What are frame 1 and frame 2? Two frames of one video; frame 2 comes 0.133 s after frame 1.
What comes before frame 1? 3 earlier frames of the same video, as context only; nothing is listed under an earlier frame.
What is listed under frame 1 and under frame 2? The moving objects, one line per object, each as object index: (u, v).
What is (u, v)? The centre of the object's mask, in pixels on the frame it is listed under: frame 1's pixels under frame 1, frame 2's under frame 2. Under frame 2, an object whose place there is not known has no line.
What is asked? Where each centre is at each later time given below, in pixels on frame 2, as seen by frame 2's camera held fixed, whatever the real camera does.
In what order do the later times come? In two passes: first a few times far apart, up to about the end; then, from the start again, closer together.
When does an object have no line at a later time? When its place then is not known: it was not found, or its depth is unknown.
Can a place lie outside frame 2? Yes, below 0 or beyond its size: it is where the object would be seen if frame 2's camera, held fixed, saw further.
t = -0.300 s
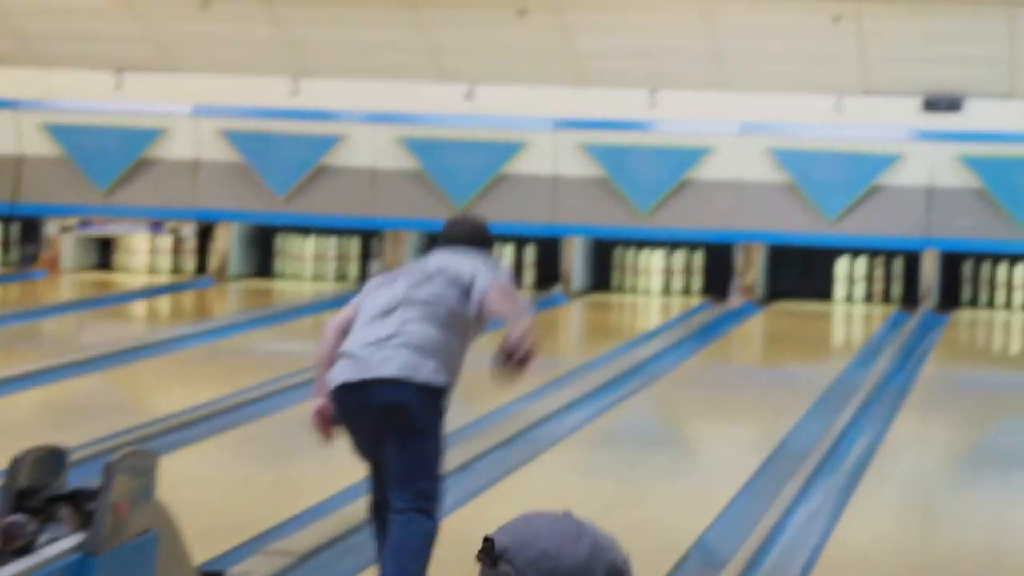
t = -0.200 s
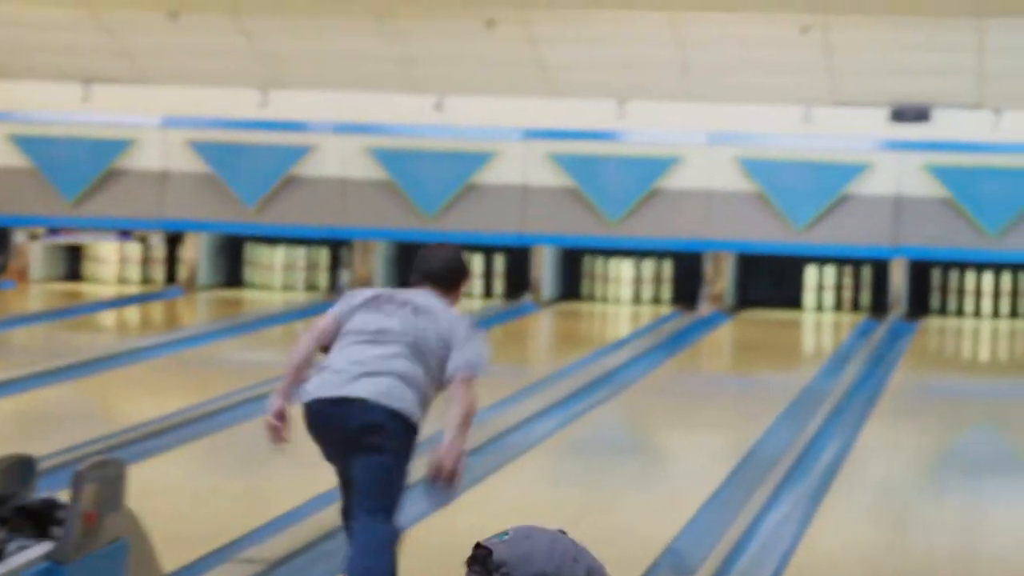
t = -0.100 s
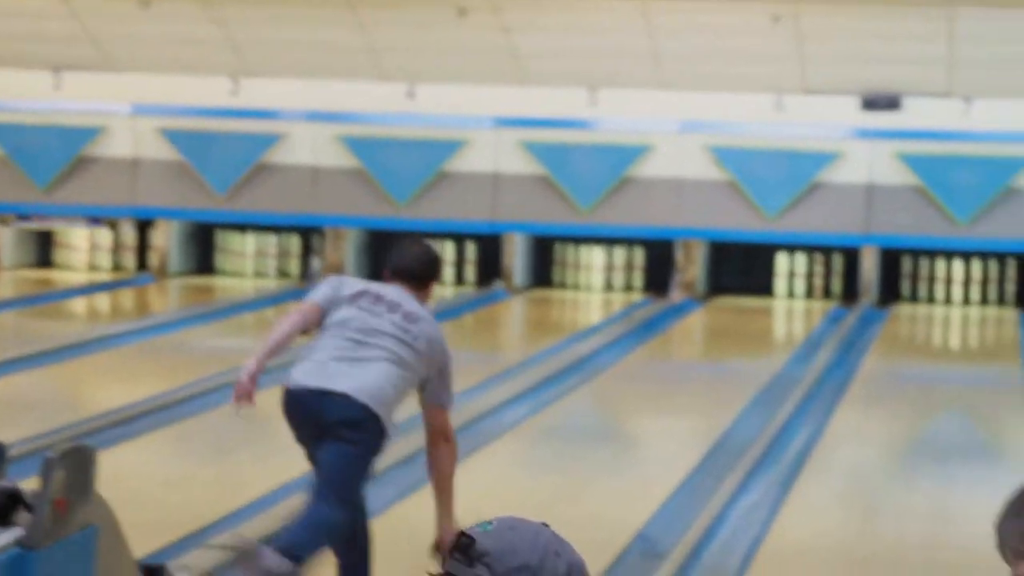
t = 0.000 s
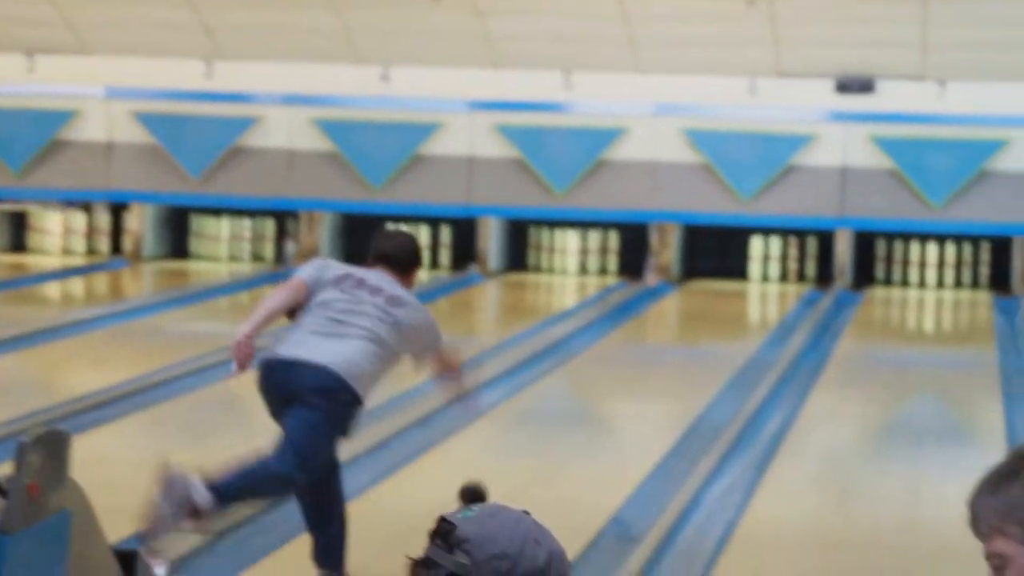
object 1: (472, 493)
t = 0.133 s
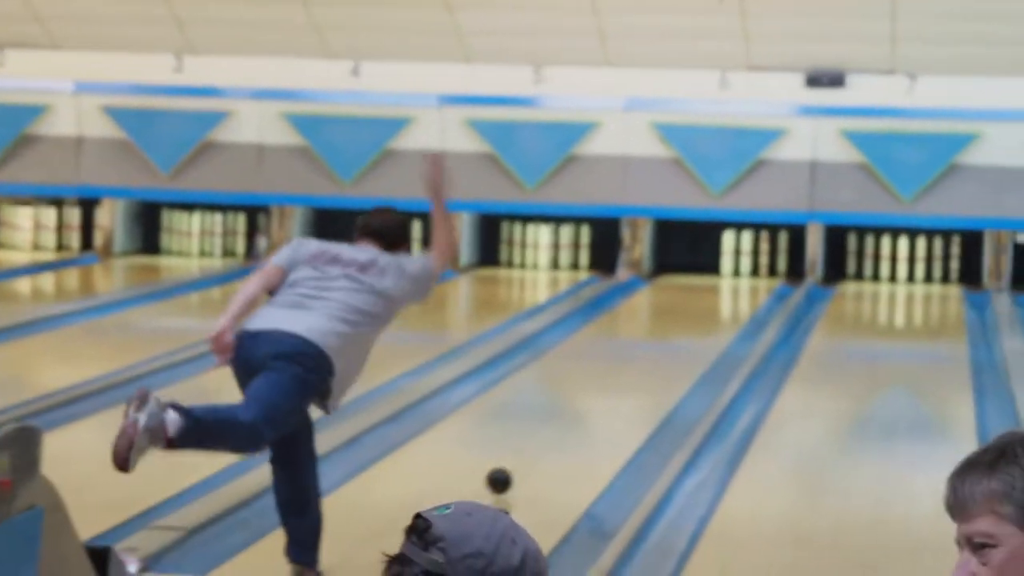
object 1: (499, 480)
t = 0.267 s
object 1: (541, 439)
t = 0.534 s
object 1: (605, 394)
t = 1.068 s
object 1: (681, 326)
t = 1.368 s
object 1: (704, 299)
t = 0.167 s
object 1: (511, 468)
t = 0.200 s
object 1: (521, 455)
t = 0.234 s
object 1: (532, 445)
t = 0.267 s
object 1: (541, 439)
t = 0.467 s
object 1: (591, 405)
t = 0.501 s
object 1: (598, 399)
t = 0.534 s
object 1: (605, 394)
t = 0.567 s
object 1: (611, 388)
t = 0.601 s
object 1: (616, 383)
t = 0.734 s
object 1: (638, 365)
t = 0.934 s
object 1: (664, 342)
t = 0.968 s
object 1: (668, 339)
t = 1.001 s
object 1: (672, 335)
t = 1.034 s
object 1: (678, 329)
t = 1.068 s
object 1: (681, 326)
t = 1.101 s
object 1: (683, 323)
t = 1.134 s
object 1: (685, 320)
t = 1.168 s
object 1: (689, 317)
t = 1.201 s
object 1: (691, 315)
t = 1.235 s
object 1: (694, 311)
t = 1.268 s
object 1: (697, 308)
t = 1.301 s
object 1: (699, 303)
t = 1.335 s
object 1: (702, 301)
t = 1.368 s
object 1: (704, 299)
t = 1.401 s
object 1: (706, 297)
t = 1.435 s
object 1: (709, 293)
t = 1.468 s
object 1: (710, 292)
